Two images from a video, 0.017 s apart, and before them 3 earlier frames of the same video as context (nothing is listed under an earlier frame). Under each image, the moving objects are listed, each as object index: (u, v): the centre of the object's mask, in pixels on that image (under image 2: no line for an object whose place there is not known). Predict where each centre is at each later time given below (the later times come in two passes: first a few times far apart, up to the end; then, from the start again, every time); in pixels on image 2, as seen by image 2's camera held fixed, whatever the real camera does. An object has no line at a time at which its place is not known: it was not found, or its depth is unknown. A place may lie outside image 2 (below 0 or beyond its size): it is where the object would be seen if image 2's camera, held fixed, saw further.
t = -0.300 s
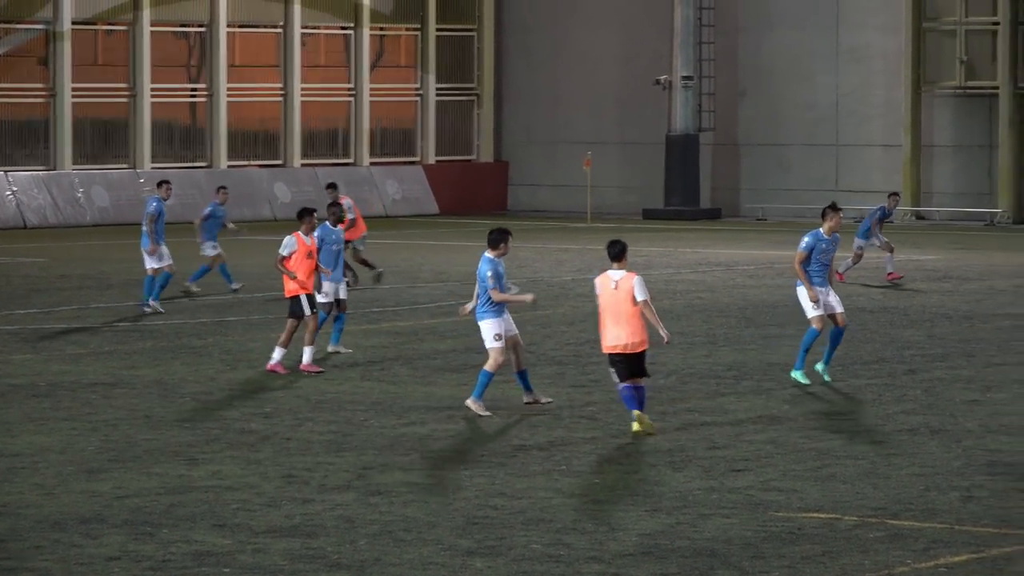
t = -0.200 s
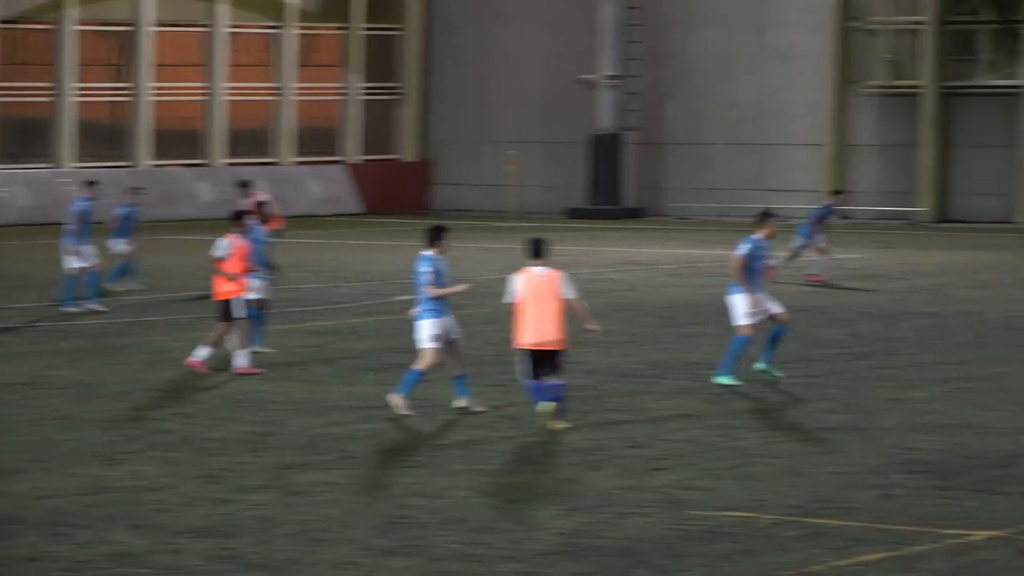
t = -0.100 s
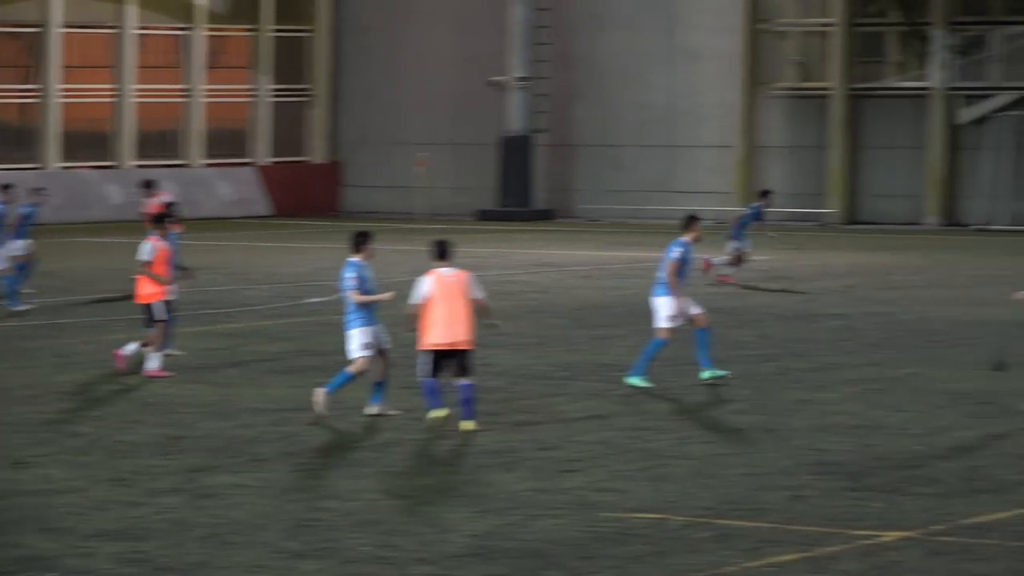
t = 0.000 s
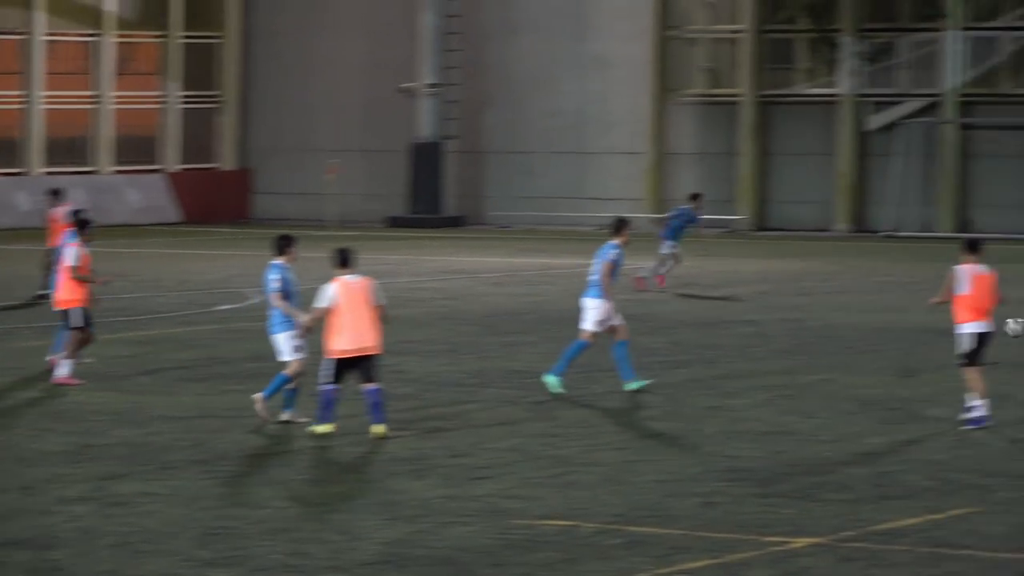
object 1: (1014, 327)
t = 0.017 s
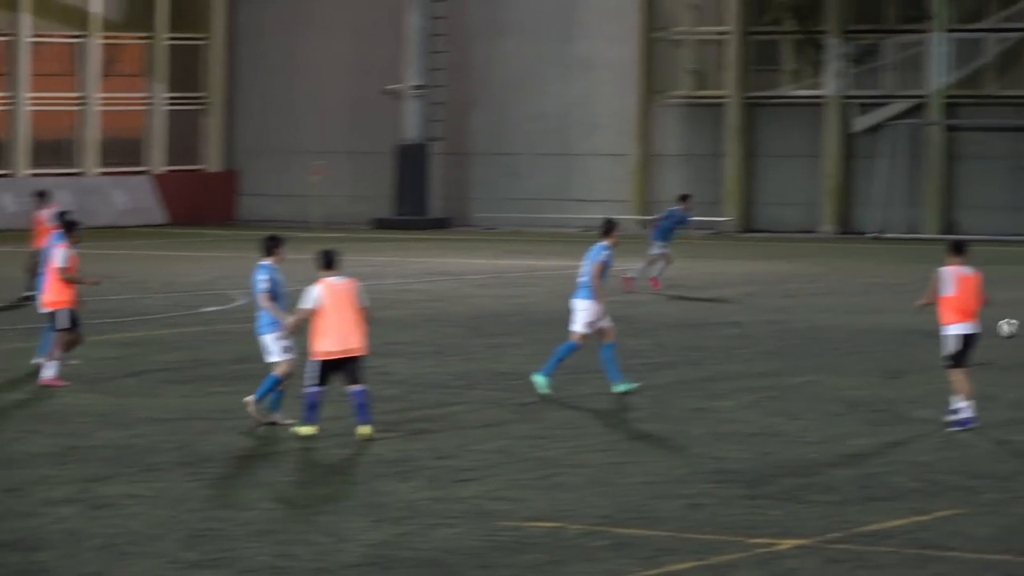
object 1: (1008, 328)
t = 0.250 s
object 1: (1103, 329)
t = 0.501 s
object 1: (1176, 318)
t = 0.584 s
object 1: (1198, 329)
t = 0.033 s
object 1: (1015, 328)
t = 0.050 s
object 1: (1023, 328)
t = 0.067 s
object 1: (1031, 328)
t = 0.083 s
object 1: (1038, 329)
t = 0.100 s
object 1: (1045, 329)
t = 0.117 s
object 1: (1053, 331)
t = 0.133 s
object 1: (1060, 332)
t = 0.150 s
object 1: (1067, 334)
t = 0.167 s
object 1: (1074, 336)
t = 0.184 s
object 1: (1081, 340)
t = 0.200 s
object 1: (1086, 339)
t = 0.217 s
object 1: (1092, 335)
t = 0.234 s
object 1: (1097, 333)
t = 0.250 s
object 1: (1103, 329)
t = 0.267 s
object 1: (1109, 326)
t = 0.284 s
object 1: (1114, 324)
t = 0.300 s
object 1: (1119, 323)
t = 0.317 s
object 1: (1124, 321)
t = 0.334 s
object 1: (1129, 320)
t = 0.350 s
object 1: (1133, 318)
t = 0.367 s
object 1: (1138, 317)
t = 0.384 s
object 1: (1143, 316)
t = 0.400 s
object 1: (1148, 315)
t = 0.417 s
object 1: (1153, 314)
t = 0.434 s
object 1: (1157, 314)
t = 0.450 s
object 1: (1162, 315)
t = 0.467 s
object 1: (1167, 315)
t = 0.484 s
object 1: (1172, 316)
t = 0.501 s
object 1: (1176, 318)
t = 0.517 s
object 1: (1181, 319)
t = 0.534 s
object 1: (1185, 322)
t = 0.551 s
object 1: (1189, 324)
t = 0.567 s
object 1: (1194, 326)
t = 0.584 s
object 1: (1198, 329)
